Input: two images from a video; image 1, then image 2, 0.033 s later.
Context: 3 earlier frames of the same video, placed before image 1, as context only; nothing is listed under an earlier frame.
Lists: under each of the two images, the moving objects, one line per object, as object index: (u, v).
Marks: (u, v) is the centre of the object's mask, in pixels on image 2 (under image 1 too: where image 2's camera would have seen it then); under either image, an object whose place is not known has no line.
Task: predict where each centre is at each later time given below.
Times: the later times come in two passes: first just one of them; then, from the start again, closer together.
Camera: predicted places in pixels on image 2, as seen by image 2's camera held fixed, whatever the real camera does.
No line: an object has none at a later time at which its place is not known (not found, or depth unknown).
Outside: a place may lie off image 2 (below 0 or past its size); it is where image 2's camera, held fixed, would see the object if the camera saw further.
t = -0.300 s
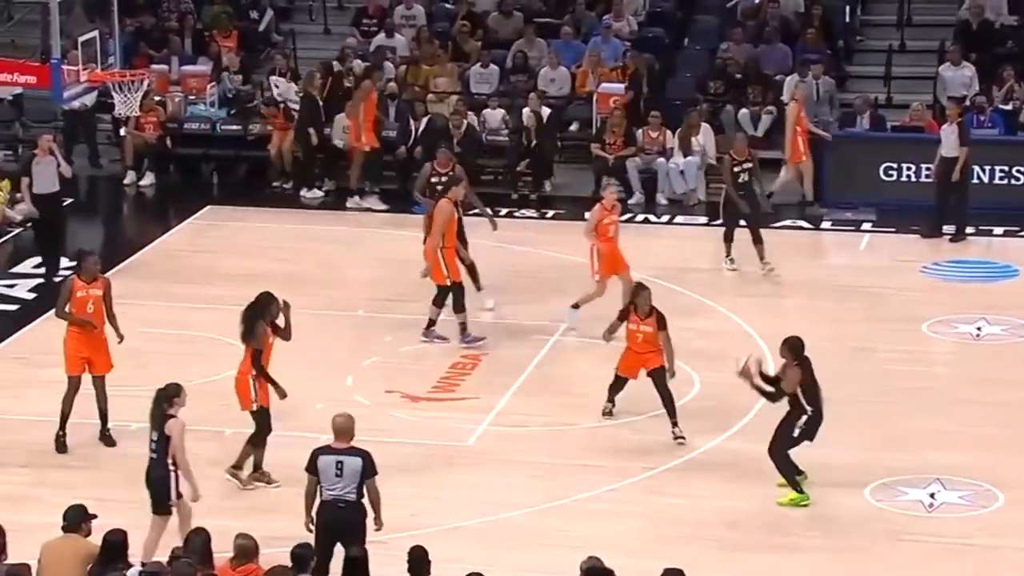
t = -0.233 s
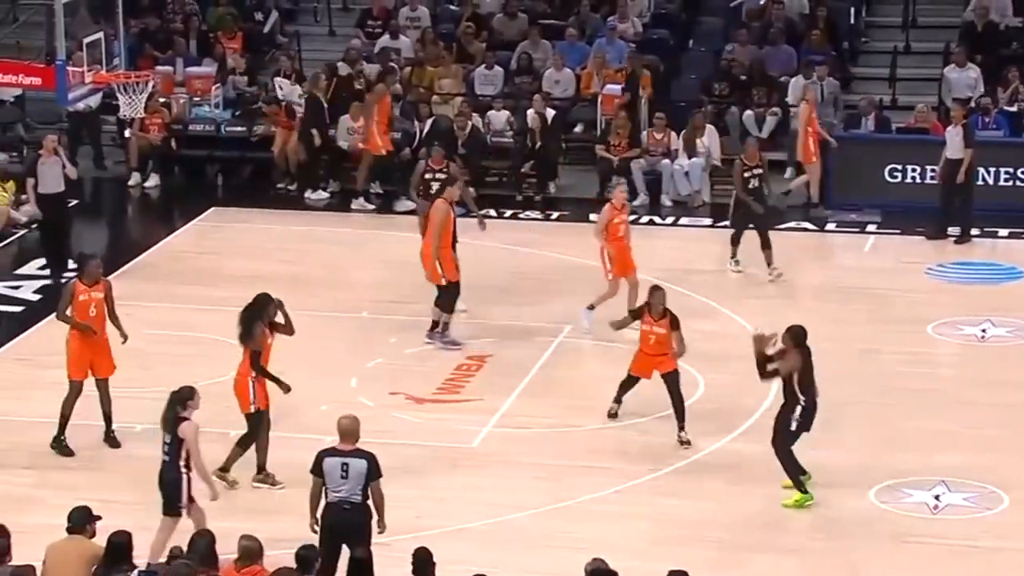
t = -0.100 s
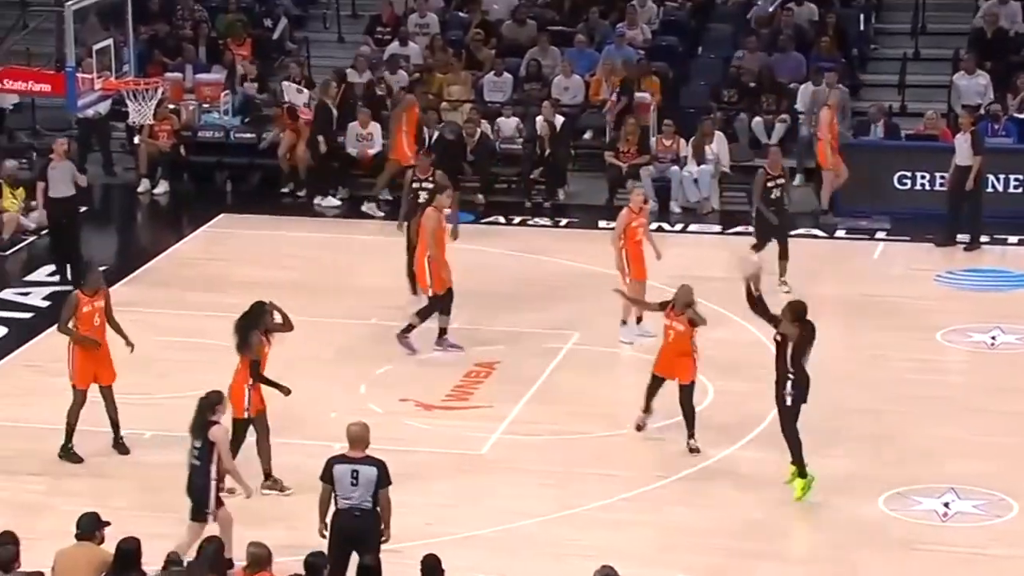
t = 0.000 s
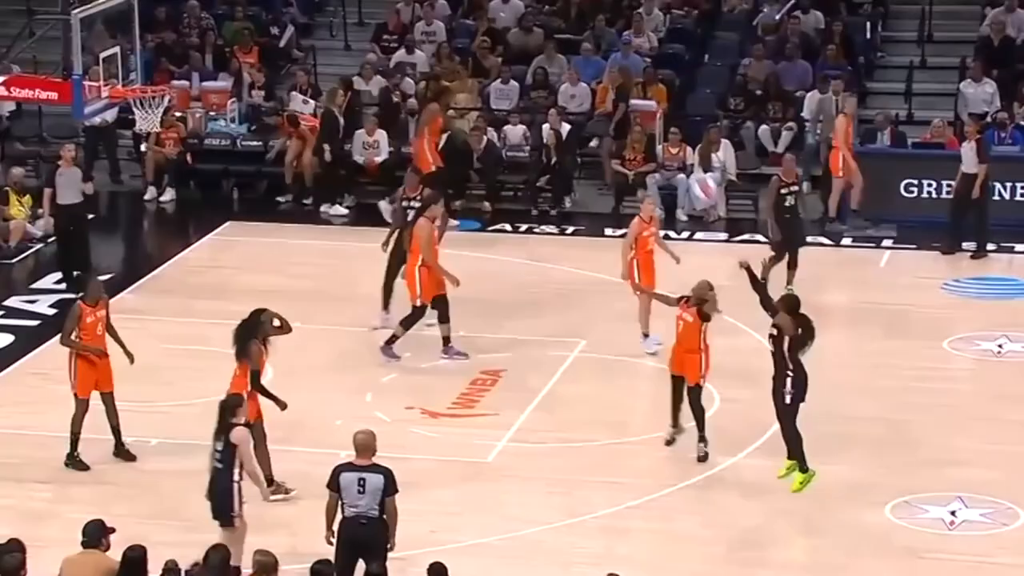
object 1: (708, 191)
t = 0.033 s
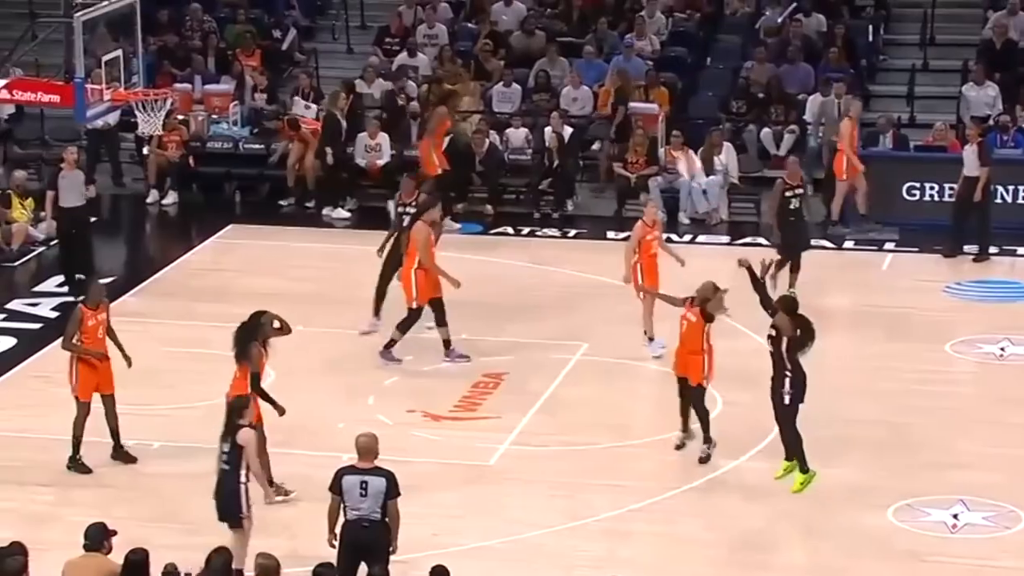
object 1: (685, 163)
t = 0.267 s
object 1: (572, 28)
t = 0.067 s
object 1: (671, 142)
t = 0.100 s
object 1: (654, 120)
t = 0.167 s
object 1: (620, 79)
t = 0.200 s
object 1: (605, 62)
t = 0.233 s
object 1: (588, 44)
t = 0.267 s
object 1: (572, 28)
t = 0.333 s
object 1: (541, 0)
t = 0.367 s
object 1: (524, -12)
